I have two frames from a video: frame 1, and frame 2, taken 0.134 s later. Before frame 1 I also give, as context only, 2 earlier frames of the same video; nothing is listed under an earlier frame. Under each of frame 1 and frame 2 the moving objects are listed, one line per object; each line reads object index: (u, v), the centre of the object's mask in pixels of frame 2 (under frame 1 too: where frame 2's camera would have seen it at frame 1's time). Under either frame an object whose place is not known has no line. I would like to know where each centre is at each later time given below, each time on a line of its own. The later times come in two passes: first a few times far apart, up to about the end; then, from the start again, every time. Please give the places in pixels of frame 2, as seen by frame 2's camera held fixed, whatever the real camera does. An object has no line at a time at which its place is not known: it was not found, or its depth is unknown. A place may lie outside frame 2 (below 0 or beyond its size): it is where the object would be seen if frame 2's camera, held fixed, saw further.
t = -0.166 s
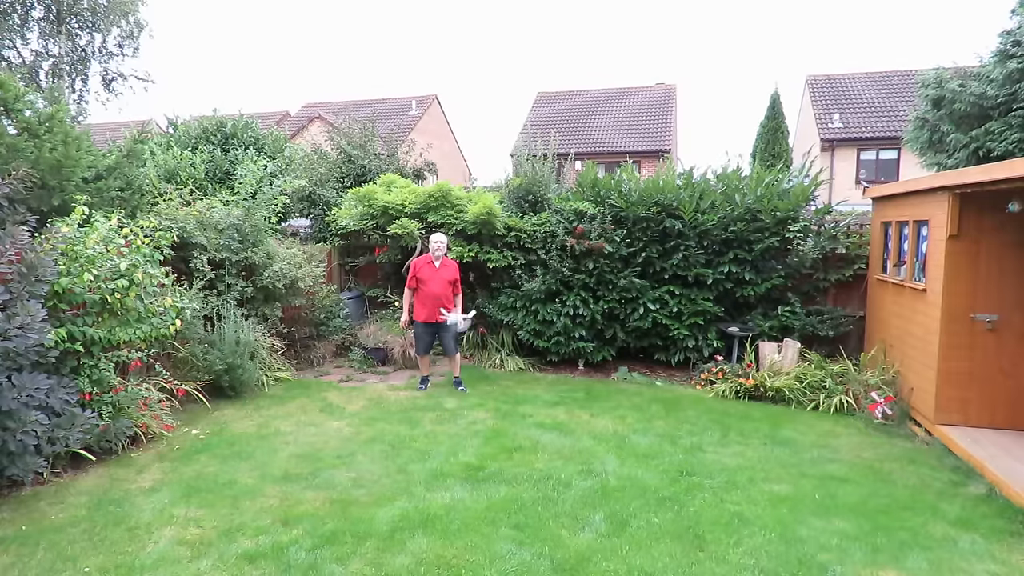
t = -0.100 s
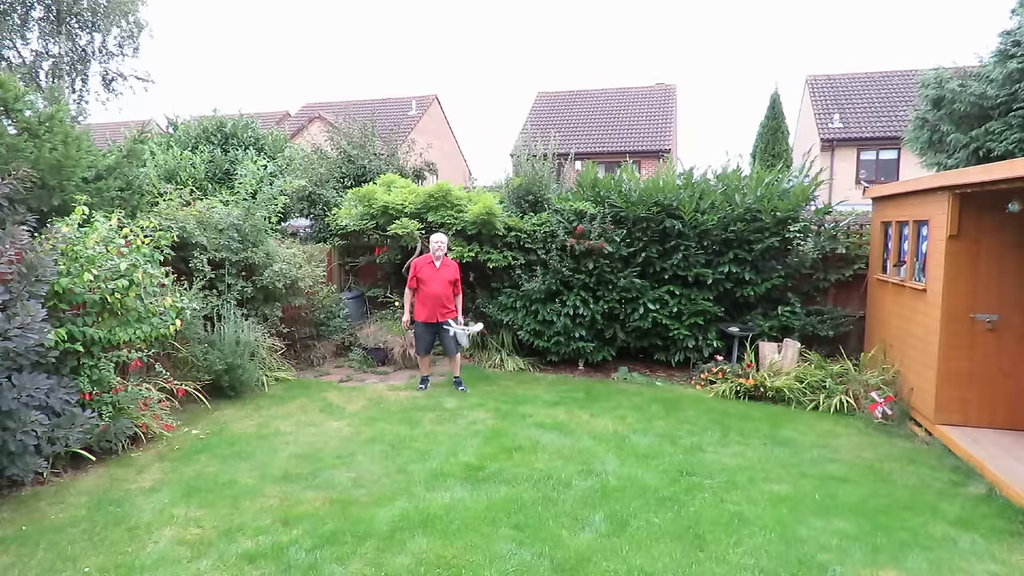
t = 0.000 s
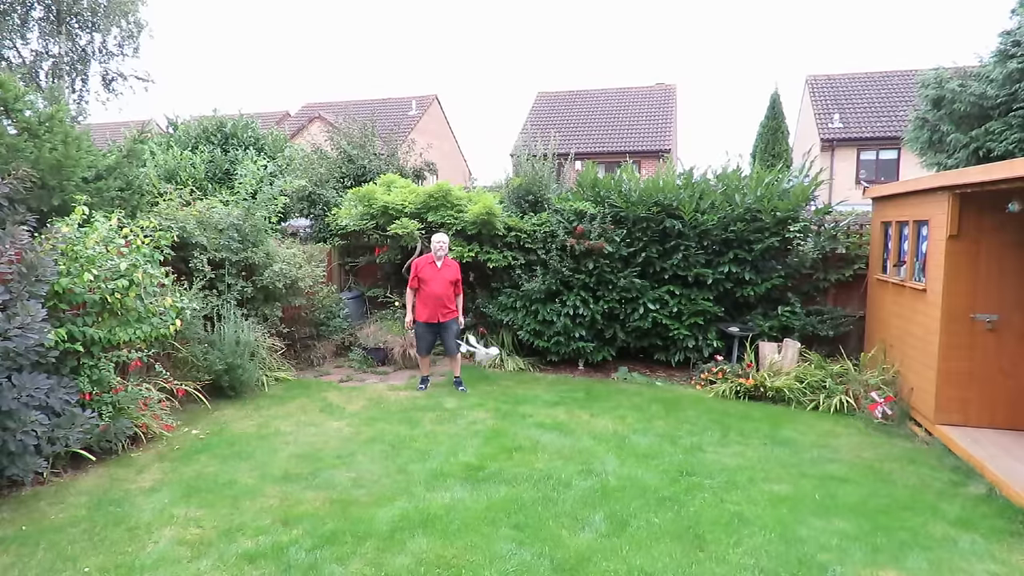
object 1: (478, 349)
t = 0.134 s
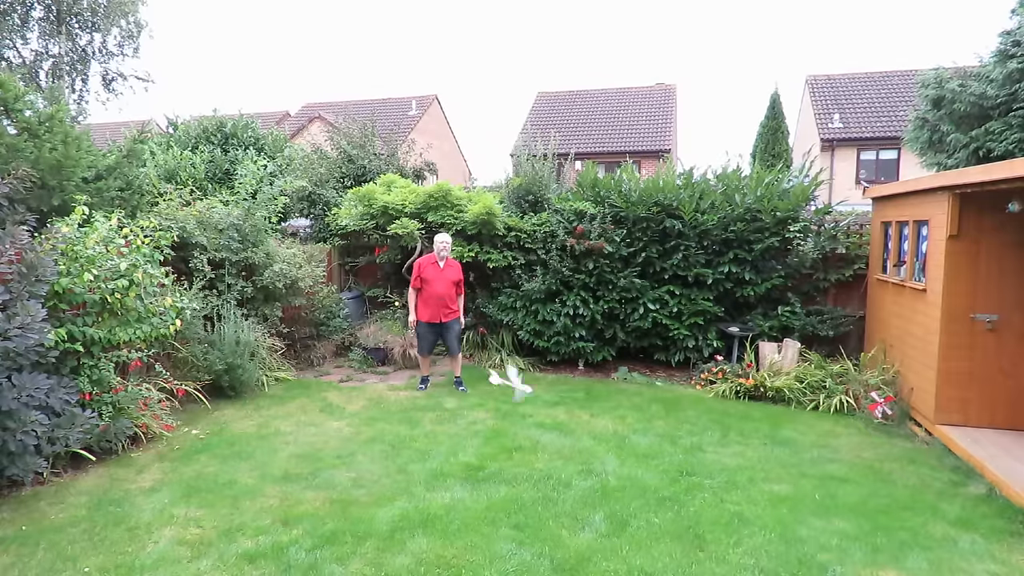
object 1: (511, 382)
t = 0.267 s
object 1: (562, 422)
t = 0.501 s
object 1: (685, 470)
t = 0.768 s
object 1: (814, 496)
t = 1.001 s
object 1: (887, 504)
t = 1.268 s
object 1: (923, 500)
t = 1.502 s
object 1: (925, 488)
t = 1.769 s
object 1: (927, 496)
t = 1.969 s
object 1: (929, 497)
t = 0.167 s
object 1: (522, 392)
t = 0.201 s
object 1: (533, 400)
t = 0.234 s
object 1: (547, 411)
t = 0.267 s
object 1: (562, 422)
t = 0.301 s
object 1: (580, 434)
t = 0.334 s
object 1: (596, 444)
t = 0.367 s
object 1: (612, 449)
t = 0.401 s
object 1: (629, 456)
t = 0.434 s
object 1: (649, 462)
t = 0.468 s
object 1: (668, 466)
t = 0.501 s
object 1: (685, 470)
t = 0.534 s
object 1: (702, 473)
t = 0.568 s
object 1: (718, 477)
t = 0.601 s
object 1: (736, 481)
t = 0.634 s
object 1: (753, 485)
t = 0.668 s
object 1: (769, 488)
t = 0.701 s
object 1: (786, 491)
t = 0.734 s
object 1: (800, 493)
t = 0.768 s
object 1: (814, 496)
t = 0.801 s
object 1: (827, 498)
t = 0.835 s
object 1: (839, 499)
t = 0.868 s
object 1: (850, 500)
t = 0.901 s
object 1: (860, 501)
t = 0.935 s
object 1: (870, 503)
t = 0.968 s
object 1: (879, 503)
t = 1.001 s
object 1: (887, 504)
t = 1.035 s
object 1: (895, 505)
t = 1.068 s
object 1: (902, 506)
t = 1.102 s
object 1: (909, 505)
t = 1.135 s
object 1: (914, 504)
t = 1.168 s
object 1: (918, 503)
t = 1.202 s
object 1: (920, 501)
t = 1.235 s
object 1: (923, 501)
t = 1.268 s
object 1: (923, 500)
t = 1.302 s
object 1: (923, 500)
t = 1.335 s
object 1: (922, 500)
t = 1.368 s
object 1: (922, 500)
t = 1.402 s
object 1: (921, 498)
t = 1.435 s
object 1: (922, 493)
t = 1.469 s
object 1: (924, 489)
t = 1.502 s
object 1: (925, 488)
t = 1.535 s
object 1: (926, 487)
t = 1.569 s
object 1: (924, 488)
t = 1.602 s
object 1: (923, 490)
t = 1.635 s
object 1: (923, 491)
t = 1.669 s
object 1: (924, 492)
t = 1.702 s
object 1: (925, 493)
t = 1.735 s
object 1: (926, 494)
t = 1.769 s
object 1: (927, 496)
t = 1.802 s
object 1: (928, 497)
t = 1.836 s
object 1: (929, 497)
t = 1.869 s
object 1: (928, 497)
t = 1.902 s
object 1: (929, 497)
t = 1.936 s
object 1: (929, 497)
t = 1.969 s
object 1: (929, 497)
